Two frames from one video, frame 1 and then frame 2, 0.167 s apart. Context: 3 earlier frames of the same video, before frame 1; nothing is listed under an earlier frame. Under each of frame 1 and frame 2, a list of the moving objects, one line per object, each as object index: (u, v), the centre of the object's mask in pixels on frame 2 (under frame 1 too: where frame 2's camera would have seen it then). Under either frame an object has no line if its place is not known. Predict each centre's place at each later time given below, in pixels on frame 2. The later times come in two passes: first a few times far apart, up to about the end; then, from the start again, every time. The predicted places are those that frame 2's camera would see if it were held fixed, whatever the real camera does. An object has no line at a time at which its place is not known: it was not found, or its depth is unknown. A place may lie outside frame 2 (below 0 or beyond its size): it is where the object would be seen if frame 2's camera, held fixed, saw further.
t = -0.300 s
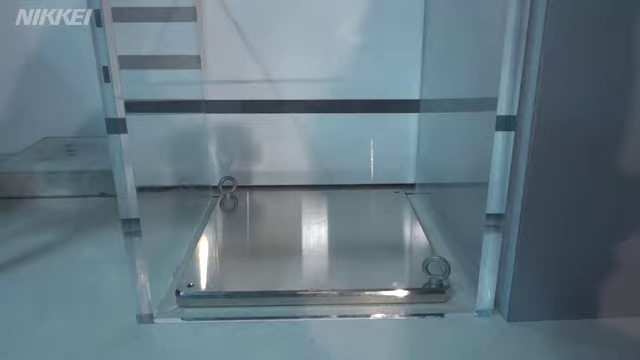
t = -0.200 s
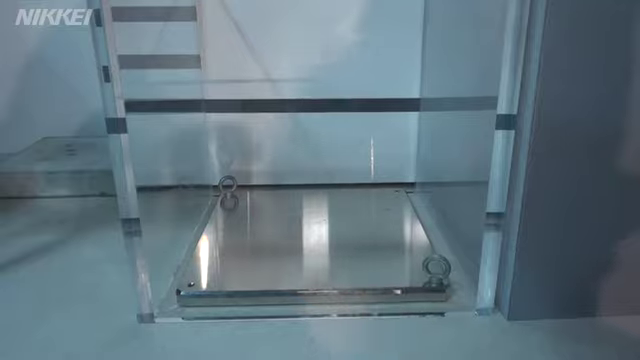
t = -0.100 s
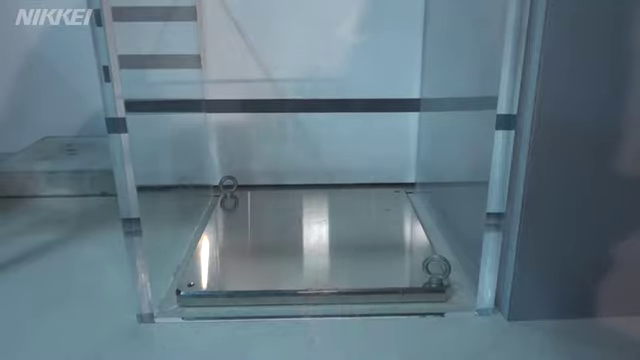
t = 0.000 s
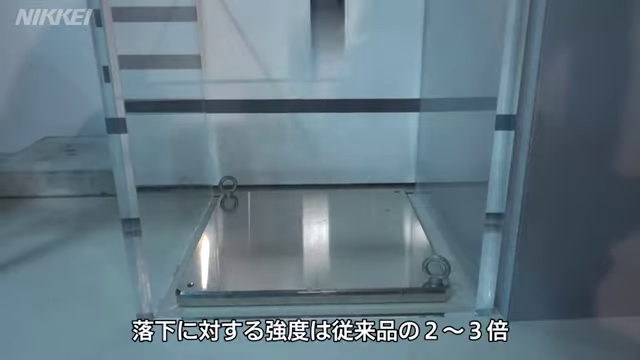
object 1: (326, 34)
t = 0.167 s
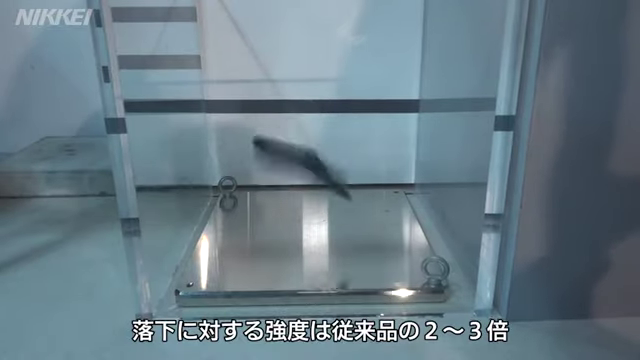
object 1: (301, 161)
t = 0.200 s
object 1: (303, 168)
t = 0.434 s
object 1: (269, 260)
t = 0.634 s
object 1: (267, 259)
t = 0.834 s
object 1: (267, 259)
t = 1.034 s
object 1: (266, 259)
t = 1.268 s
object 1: (266, 260)
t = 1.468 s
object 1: (266, 260)
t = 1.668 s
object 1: (265, 260)
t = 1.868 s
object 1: (265, 261)
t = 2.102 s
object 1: (265, 262)
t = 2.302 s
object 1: (265, 262)
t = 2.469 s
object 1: (265, 261)
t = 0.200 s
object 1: (303, 168)
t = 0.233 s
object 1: (298, 171)
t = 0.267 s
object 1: (291, 181)
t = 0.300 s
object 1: (285, 198)
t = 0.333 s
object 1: (267, 234)
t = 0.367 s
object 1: (274, 251)
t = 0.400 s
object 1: (273, 257)
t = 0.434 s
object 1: (269, 260)
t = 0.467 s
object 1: (270, 258)
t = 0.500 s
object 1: (268, 259)
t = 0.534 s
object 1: (268, 259)
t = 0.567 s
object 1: (267, 259)
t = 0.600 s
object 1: (267, 259)
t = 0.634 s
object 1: (267, 259)
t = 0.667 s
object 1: (267, 259)
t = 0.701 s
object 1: (267, 259)
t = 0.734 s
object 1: (267, 259)
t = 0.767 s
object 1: (267, 259)
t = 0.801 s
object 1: (267, 259)
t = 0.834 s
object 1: (267, 259)
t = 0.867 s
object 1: (267, 259)
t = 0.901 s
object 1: (267, 259)
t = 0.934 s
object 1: (267, 259)
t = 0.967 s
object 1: (267, 259)
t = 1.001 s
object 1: (267, 259)
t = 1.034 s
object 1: (266, 259)
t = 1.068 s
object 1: (266, 259)
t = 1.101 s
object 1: (266, 259)
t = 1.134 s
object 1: (266, 259)
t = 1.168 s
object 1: (266, 259)
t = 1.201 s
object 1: (266, 259)
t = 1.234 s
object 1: (266, 260)
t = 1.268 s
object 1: (266, 260)
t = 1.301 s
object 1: (266, 260)
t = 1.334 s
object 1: (266, 260)
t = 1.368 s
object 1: (266, 260)
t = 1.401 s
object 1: (266, 260)
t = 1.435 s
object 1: (265, 260)
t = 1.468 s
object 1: (266, 260)
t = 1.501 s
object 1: (265, 260)
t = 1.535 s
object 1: (265, 260)
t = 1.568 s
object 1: (265, 260)
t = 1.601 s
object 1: (265, 260)
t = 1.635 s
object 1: (265, 260)
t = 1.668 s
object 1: (265, 260)
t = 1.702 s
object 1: (265, 260)
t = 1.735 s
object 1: (265, 260)
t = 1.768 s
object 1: (265, 260)
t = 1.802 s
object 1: (265, 261)
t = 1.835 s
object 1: (265, 261)
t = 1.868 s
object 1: (265, 261)
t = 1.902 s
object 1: (265, 261)
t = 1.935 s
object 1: (265, 261)
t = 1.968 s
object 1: (265, 261)
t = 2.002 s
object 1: (265, 261)
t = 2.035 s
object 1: (265, 261)
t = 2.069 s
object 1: (265, 261)
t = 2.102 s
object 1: (265, 262)
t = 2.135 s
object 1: (265, 262)
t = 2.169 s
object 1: (265, 262)
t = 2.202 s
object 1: (265, 262)
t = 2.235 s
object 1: (265, 262)
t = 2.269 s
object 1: (265, 262)
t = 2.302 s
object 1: (265, 262)
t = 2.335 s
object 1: (265, 262)
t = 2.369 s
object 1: (265, 262)
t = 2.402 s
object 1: (265, 262)
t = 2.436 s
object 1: (265, 262)
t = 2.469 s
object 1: (265, 261)
